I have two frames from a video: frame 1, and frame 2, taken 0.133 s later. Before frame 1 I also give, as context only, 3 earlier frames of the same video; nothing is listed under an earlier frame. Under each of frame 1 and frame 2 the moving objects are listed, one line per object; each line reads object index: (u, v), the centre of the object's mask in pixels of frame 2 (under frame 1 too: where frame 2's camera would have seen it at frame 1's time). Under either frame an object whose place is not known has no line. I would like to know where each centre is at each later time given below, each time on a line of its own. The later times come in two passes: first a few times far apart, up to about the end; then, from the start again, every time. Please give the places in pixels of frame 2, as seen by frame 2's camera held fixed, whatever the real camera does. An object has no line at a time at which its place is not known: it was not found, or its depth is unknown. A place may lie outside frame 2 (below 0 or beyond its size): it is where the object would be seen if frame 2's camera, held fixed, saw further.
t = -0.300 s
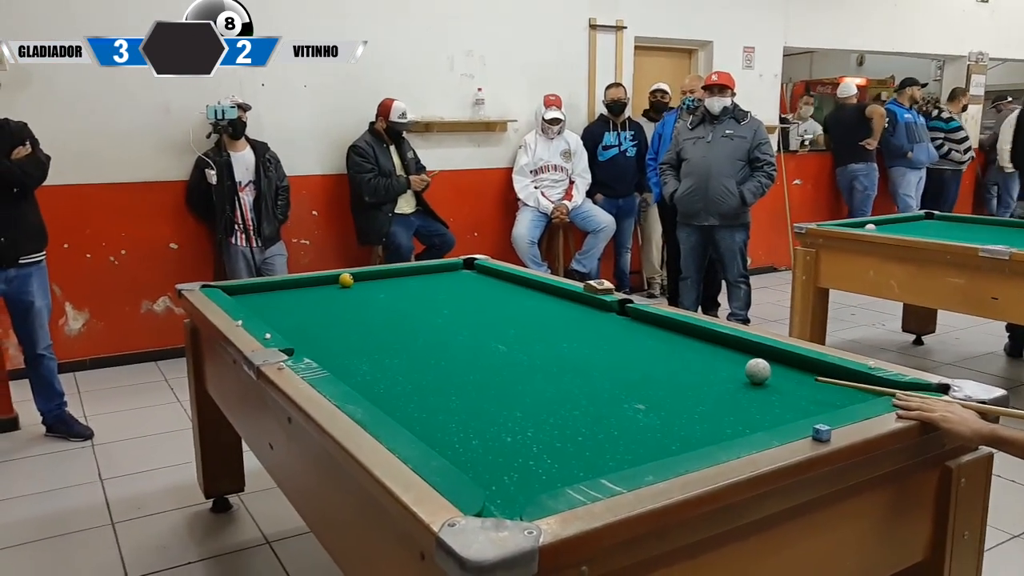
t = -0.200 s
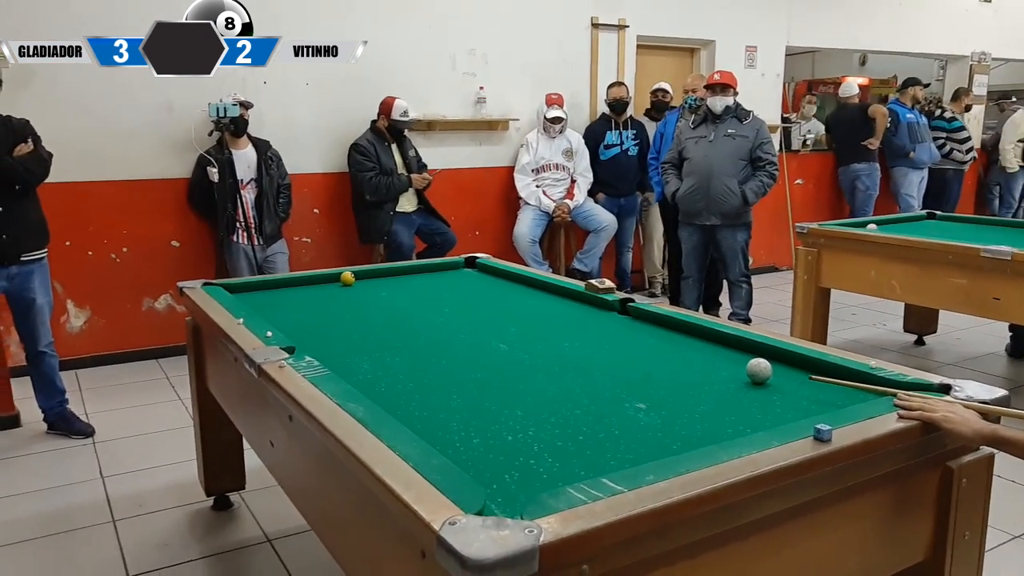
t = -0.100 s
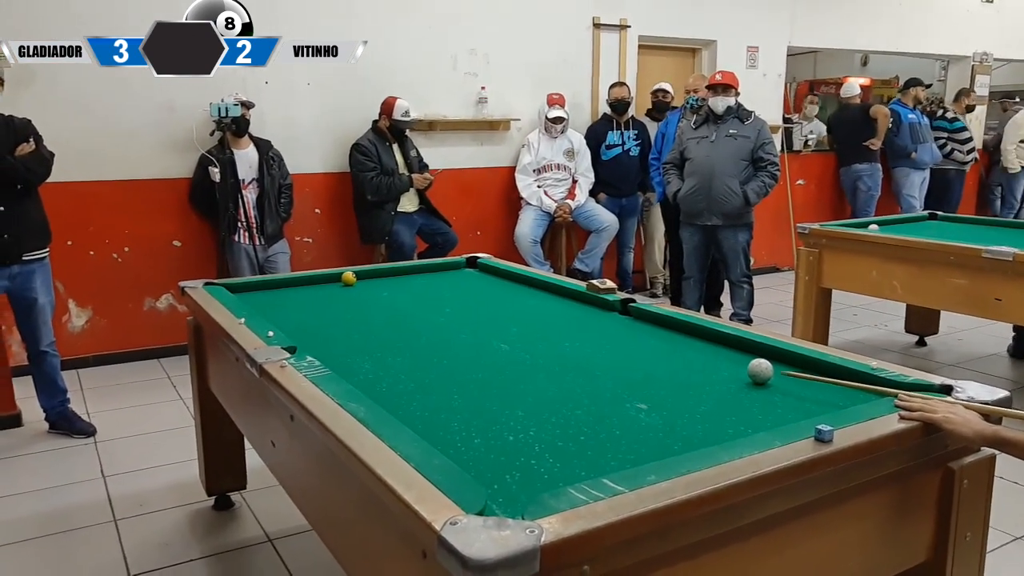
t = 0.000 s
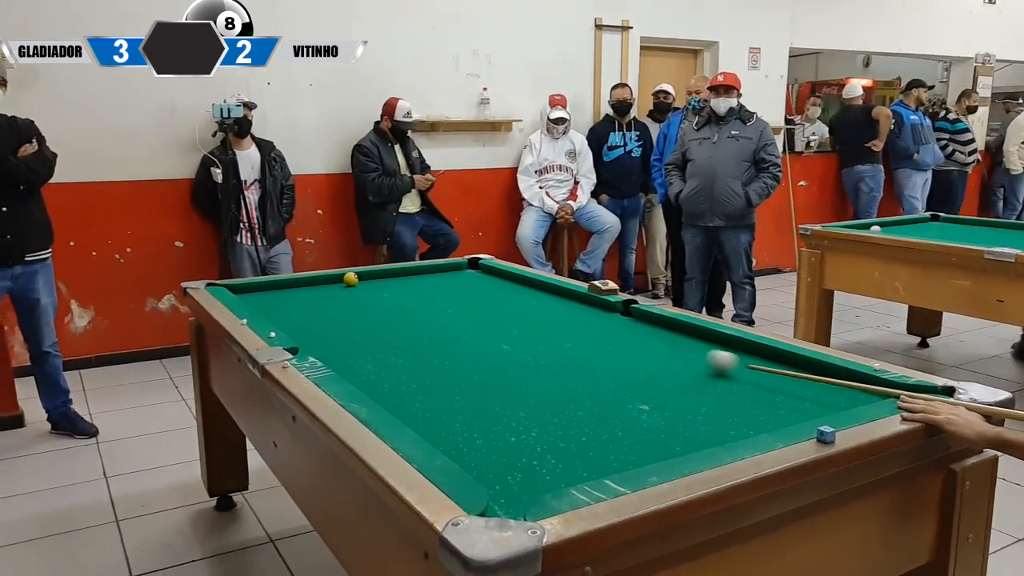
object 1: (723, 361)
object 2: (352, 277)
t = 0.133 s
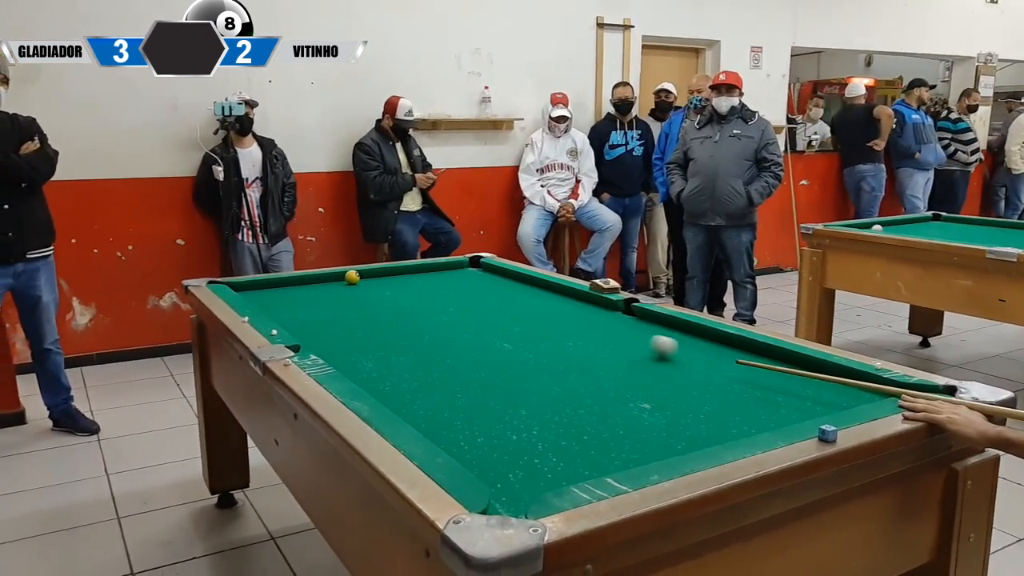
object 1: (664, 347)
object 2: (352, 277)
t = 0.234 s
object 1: (625, 337)
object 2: (352, 277)
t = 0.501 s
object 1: (536, 317)
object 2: (352, 277)
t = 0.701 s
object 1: (482, 304)
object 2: (352, 277)
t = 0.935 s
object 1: (428, 291)
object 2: (352, 277)
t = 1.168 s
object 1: (383, 281)
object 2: (352, 277)
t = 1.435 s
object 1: (374, 273)
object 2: (330, 278)
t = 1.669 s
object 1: (398, 276)
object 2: (318, 281)
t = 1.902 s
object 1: (421, 279)
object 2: (308, 284)
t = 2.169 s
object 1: (447, 283)
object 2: (296, 288)
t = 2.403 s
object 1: (470, 285)
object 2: (286, 291)
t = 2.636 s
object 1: (492, 288)
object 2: (277, 294)
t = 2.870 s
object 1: (513, 291)
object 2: (268, 297)
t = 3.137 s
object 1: (538, 294)
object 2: (259, 299)
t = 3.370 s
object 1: (558, 297)
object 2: (254, 300)
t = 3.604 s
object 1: (578, 300)
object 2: (258, 301)
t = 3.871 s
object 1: (599, 303)
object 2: (262, 302)
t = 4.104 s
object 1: (609, 306)
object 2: (264, 302)
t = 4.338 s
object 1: (613, 309)
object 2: (265, 303)
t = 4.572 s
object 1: (617, 312)
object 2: (265, 302)
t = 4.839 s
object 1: (620, 315)
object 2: (265, 302)
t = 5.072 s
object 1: (622, 317)
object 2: (265, 302)
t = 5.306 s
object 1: (625, 320)
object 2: (265, 302)
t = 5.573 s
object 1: (628, 321)
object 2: (265, 302)
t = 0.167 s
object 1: (650, 344)
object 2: (352, 277)
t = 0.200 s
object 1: (637, 341)
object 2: (352, 277)
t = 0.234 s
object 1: (625, 337)
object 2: (352, 277)
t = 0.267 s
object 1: (612, 335)
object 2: (352, 277)
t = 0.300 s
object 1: (600, 332)
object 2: (352, 277)
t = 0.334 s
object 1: (589, 329)
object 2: (352, 277)
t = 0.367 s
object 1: (578, 327)
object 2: (352, 277)
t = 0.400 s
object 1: (567, 324)
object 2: (352, 277)
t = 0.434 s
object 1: (556, 322)
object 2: (352, 277)
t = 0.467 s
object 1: (546, 319)
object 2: (352, 277)
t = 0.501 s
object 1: (536, 317)
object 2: (352, 277)
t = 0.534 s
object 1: (527, 315)
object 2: (352, 277)
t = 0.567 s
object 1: (517, 312)
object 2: (352, 277)
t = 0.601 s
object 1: (508, 310)
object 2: (352, 277)
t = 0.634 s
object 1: (499, 308)
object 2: (352, 277)
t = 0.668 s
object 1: (491, 306)
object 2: (352, 277)
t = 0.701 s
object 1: (482, 304)
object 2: (352, 277)
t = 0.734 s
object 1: (474, 302)
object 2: (352, 277)
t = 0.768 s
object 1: (466, 301)
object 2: (352, 277)
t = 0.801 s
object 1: (458, 299)
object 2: (352, 277)
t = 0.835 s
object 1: (450, 297)
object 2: (352, 277)
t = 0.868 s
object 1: (443, 295)
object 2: (352, 277)
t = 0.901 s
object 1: (435, 293)
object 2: (352, 277)
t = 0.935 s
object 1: (428, 291)
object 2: (352, 277)
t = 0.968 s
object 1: (422, 290)
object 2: (352, 277)
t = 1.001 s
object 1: (415, 288)
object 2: (352, 277)
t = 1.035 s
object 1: (408, 287)
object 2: (352, 277)
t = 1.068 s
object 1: (402, 285)
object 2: (352, 277)
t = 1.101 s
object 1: (395, 283)
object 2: (352, 277)
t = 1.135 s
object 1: (389, 282)
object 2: (352, 277)
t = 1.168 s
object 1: (383, 281)
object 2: (352, 277)
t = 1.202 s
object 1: (377, 279)
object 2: (352, 277)
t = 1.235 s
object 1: (371, 277)
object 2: (352, 277)
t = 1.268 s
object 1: (367, 276)
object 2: (349, 277)
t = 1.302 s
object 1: (368, 275)
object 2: (343, 276)
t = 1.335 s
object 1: (368, 274)
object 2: (337, 276)
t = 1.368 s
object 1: (368, 273)
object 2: (333, 277)
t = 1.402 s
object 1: (371, 273)
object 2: (331, 277)
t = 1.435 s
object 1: (374, 273)
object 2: (330, 278)
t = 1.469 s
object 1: (378, 274)
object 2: (328, 278)
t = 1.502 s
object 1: (381, 274)
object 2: (326, 279)
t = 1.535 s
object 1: (384, 275)
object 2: (325, 279)
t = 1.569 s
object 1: (388, 275)
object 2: (323, 279)
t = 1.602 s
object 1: (391, 275)
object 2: (321, 280)
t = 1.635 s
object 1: (394, 276)
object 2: (320, 280)
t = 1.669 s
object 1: (398, 276)
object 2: (318, 281)
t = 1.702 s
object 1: (401, 276)
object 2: (317, 281)
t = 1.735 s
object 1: (404, 277)
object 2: (315, 282)
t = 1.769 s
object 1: (408, 277)
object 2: (314, 282)
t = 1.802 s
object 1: (411, 278)
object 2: (312, 283)
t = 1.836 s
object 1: (415, 278)
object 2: (311, 283)
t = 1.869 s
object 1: (418, 279)
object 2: (309, 283)
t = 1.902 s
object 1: (421, 279)
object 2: (308, 284)
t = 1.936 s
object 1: (425, 280)
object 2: (306, 285)
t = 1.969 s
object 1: (428, 280)
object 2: (305, 285)
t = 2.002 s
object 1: (431, 281)
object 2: (303, 286)
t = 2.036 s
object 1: (435, 281)
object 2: (302, 286)
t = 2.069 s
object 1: (438, 281)
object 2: (301, 286)
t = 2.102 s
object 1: (441, 282)
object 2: (299, 287)
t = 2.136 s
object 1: (444, 282)
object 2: (298, 287)
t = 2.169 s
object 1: (447, 283)
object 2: (296, 288)
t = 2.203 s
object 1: (451, 283)
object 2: (294, 289)
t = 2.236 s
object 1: (454, 283)
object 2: (293, 289)
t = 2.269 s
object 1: (457, 284)
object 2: (292, 289)
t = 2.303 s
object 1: (460, 284)
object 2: (290, 290)
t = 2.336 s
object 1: (463, 285)
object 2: (289, 290)
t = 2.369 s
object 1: (467, 285)
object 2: (287, 291)
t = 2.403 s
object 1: (470, 285)
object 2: (286, 291)
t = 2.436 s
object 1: (473, 286)
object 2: (285, 291)
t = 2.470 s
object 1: (476, 286)
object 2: (283, 292)
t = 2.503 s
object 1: (479, 287)
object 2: (282, 292)
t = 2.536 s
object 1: (482, 287)
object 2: (281, 293)
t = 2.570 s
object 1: (486, 288)
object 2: (279, 293)
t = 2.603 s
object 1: (489, 288)
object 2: (278, 294)
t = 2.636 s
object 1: (492, 288)
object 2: (277, 294)
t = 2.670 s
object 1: (495, 289)
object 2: (276, 295)
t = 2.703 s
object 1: (498, 289)
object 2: (274, 295)
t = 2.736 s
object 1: (501, 290)
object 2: (273, 295)
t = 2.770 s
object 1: (504, 290)
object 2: (272, 295)
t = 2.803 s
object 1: (507, 290)
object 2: (270, 296)
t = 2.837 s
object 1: (510, 291)
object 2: (269, 296)
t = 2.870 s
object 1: (513, 291)
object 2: (268, 297)
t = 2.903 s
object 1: (517, 291)
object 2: (267, 297)
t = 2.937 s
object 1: (520, 292)
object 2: (266, 297)
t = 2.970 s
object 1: (523, 292)
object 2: (264, 298)
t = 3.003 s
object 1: (525, 293)
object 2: (263, 298)
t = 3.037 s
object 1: (529, 293)
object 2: (262, 298)
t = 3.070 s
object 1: (531, 293)
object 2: (261, 299)
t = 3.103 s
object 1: (535, 294)
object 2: (260, 299)
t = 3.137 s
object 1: (538, 294)
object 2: (259, 299)
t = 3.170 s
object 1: (541, 294)
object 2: (258, 299)
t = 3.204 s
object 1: (544, 295)
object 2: (257, 300)
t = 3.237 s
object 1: (546, 295)
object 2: (257, 300)
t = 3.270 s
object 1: (549, 296)
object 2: (256, 300)
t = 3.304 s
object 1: (552, 296)
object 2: (255, 300)
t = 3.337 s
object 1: (555, 297)
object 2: (254, 300)
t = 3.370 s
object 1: (558, 297)
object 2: (254, 300)
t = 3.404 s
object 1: (561, 297)
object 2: (254, 300)
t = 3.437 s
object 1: (564, 298)
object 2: (254, 300)
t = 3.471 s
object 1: (567, 298)
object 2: (255, 300)
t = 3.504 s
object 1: (569, 298)
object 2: (256, 301)
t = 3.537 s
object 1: (572, 299)
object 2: (257, 301)
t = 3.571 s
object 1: (575, 299)
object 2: (257, 301)
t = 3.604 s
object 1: (578, 300)
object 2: (258, 301)
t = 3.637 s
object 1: (580, 300)
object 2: (258, 301)
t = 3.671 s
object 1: (583, 300)
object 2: (259, 301)
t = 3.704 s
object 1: (586, 300)
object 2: (260, 302)
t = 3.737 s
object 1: (588, 301)
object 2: (260, 302)
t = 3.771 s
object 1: (591, 301)
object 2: (260, 302)
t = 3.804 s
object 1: (594, 302)
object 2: (261, 302)
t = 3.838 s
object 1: (597, 302)
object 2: (261, 302)
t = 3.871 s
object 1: (599, 303)
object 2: (262, 302)
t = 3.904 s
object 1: (602, 303)
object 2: (262, 302)
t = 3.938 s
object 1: (604, 304)
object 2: (263, 302)
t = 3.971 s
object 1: (606, 304)
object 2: (263, 302)
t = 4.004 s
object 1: (607, 304)
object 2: (263, 302)
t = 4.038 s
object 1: (607, 305)
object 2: (264, 302)
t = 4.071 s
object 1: (608, 305)
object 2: (264, 302)
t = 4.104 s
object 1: (609, 306)
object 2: (264, 302)
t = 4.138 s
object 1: (609, 306)
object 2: (265, 302)
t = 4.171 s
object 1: (610, 307)
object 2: (265, 302)
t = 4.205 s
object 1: (610, 307)
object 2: (265, 302)
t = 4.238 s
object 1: (611, 308)
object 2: (265, 302)
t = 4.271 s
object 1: (612, 308)
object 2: (265, 302)
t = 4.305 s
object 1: (612, 308)
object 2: (265, 302)
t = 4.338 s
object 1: (613, 309)
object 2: (265, 303)
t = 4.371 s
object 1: (613, 309)
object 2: (265, 302)
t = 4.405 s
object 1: (614, 310)
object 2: (265, 302)
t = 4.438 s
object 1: (615, 310)
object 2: (265, 302)
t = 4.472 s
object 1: (615, 310)
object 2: (265, 302)
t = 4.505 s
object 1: (616, 311)
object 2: (265, 302)
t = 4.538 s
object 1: (616, 311)
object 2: (265, 302)
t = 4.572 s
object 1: (617, 312)
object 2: (265, 302)
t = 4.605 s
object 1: (617, 312)
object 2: (265, 302)
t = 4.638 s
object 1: (617, 312)
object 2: (265, 302)
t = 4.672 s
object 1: (618, 313)
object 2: (265, 302)
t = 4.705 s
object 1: (618, 313)
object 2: (265, 302)
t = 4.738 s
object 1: (618, 314)
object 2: (265, 302)
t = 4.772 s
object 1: (619, 314)
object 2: (265, 302)
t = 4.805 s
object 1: (619, 315)
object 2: (265, 302)
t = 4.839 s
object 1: (620, 315)
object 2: (265, 302)
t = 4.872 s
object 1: (620, 315)
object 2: (265, 302)
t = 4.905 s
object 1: (620, 315)
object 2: (265, 302)
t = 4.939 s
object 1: (621, 316)
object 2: (265, 302)
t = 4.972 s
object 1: (621, 316)
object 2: (265, 302)
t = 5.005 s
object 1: (622, 317)
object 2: (265, 302)
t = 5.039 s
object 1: (622, 317)
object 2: (265, 302)
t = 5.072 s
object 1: (622, 317)
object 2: (265, 302)
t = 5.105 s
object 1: (623, 318)
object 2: (265, 302)
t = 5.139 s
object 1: (623, 318)
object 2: (265, 302)
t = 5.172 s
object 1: (623, 318)
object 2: (265, 302)
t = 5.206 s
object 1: (624, 319)
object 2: (265, 302)
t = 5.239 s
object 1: (624, 319)
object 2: (265, 302)
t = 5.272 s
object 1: (624, 319)
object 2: (265, 302)
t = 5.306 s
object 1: (625, 320)
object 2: (265, 302)
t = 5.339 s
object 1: (625, 320)
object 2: (265, 302)
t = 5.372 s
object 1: (625, 320)
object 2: (265, 302)
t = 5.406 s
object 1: (626, 320)
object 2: (265, 302)
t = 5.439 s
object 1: (626, 320)
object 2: (265, 302)
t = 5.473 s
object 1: (627, 321)
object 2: (265, 302)
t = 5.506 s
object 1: (627, 321)
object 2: (265, 302)
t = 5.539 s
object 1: (628, 321)
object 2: (265, 302)
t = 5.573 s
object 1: (628, 321)
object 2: (265, 302)
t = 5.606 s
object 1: (628, 321)
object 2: (265, 302)
